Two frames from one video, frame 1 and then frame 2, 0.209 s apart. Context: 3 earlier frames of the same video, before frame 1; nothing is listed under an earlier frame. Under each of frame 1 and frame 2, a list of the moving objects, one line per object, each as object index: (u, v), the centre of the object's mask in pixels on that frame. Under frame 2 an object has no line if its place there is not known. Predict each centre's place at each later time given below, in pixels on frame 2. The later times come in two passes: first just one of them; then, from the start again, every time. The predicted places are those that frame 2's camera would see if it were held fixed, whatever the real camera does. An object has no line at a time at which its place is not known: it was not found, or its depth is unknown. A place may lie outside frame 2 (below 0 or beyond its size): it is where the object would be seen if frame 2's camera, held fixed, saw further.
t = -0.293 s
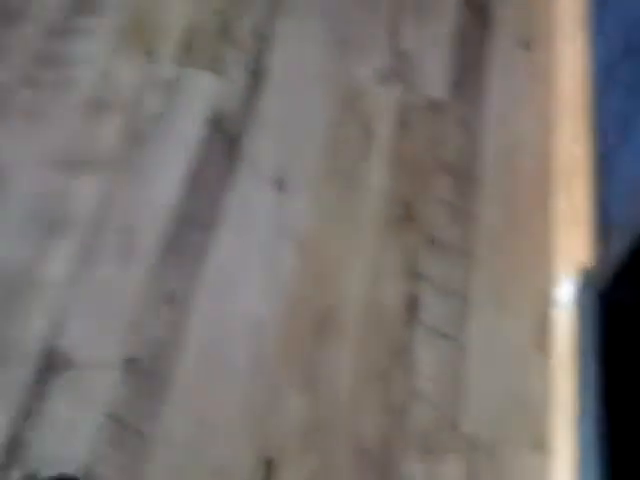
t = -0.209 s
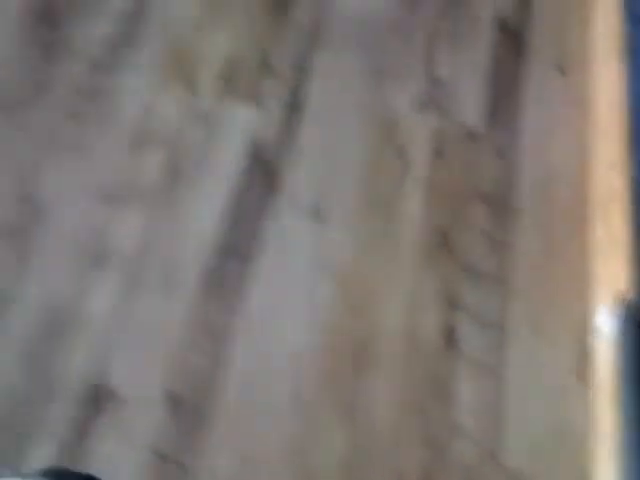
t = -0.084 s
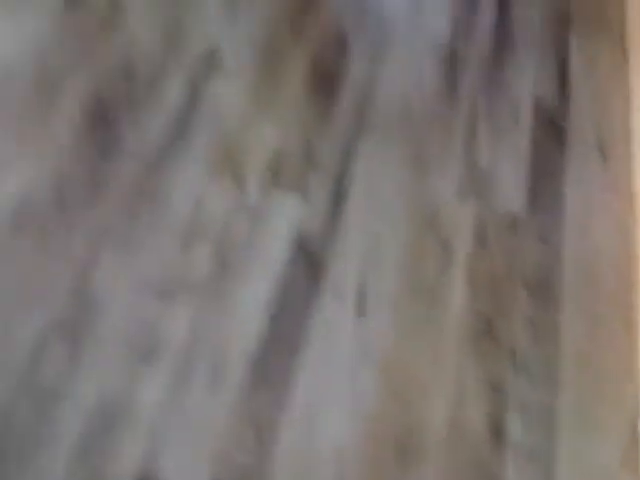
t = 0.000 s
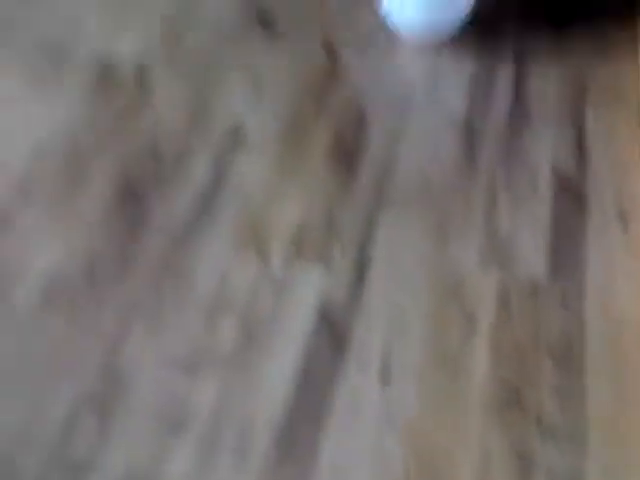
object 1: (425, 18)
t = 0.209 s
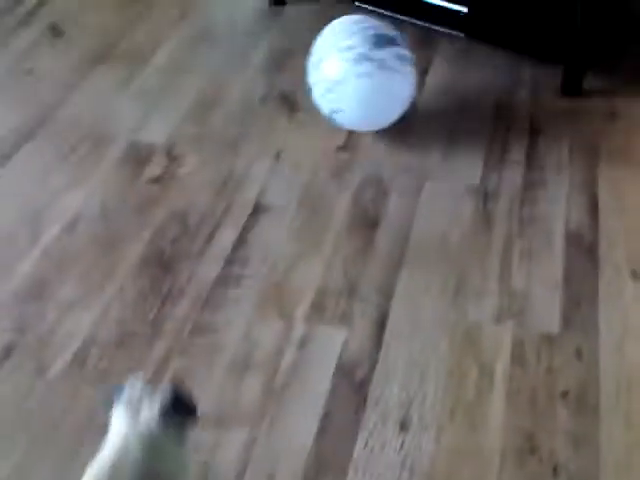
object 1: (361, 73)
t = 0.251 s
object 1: (351, 79)
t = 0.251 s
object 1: (351, 79)
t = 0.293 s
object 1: (340, 85)
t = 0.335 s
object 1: (329, 92)
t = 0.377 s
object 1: (320, 96)
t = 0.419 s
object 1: (309, 94)
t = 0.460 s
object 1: (299, 96)
